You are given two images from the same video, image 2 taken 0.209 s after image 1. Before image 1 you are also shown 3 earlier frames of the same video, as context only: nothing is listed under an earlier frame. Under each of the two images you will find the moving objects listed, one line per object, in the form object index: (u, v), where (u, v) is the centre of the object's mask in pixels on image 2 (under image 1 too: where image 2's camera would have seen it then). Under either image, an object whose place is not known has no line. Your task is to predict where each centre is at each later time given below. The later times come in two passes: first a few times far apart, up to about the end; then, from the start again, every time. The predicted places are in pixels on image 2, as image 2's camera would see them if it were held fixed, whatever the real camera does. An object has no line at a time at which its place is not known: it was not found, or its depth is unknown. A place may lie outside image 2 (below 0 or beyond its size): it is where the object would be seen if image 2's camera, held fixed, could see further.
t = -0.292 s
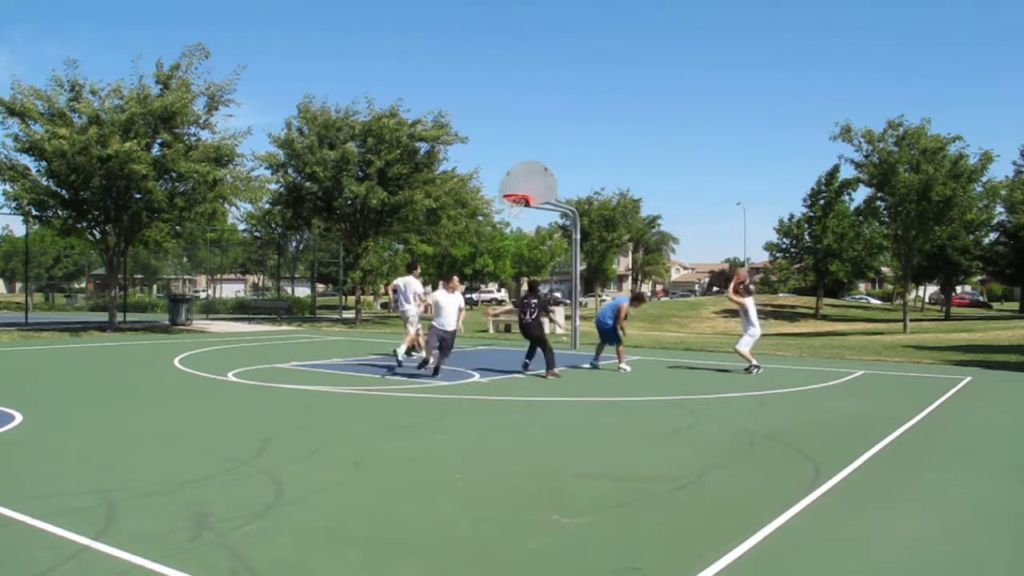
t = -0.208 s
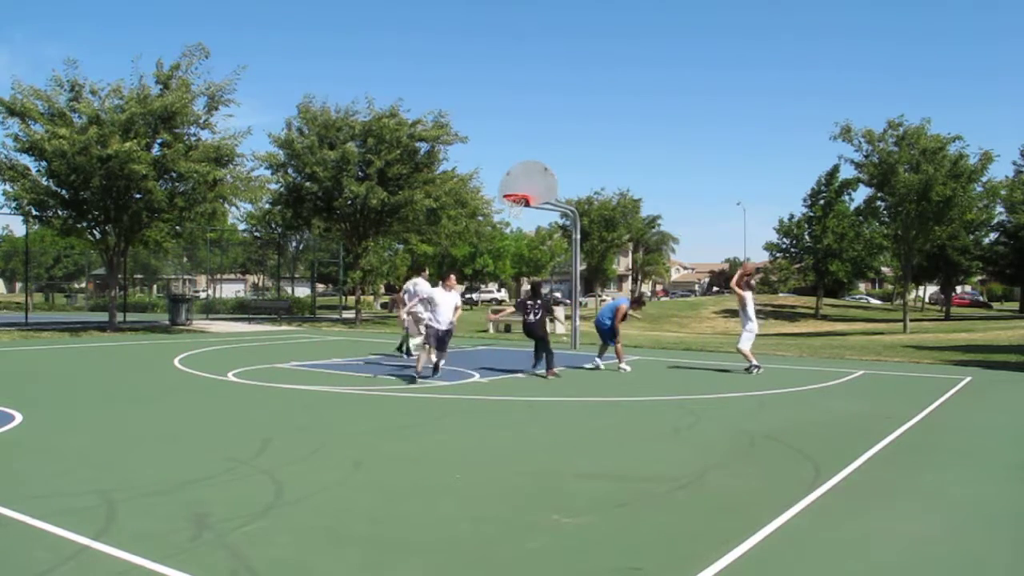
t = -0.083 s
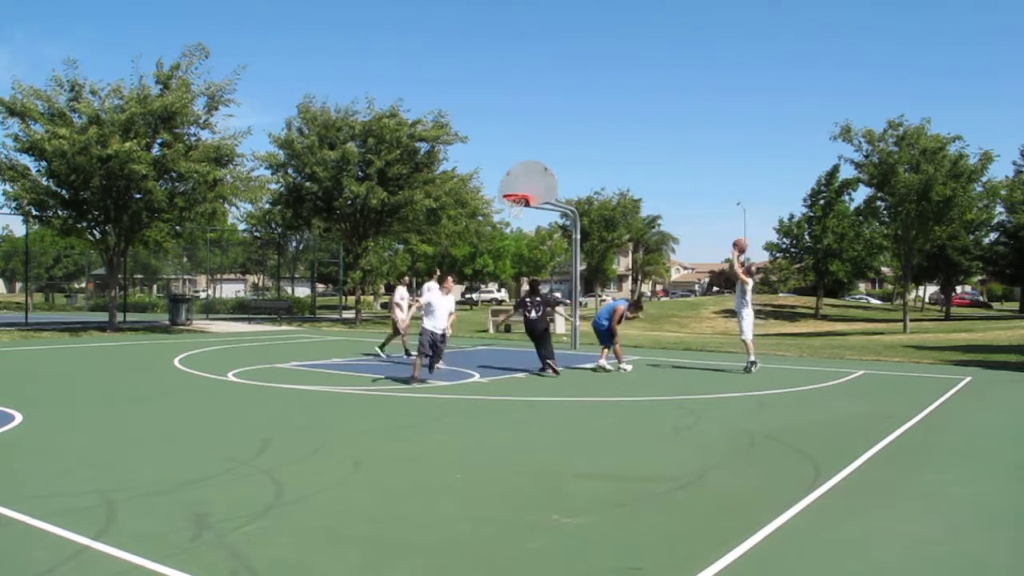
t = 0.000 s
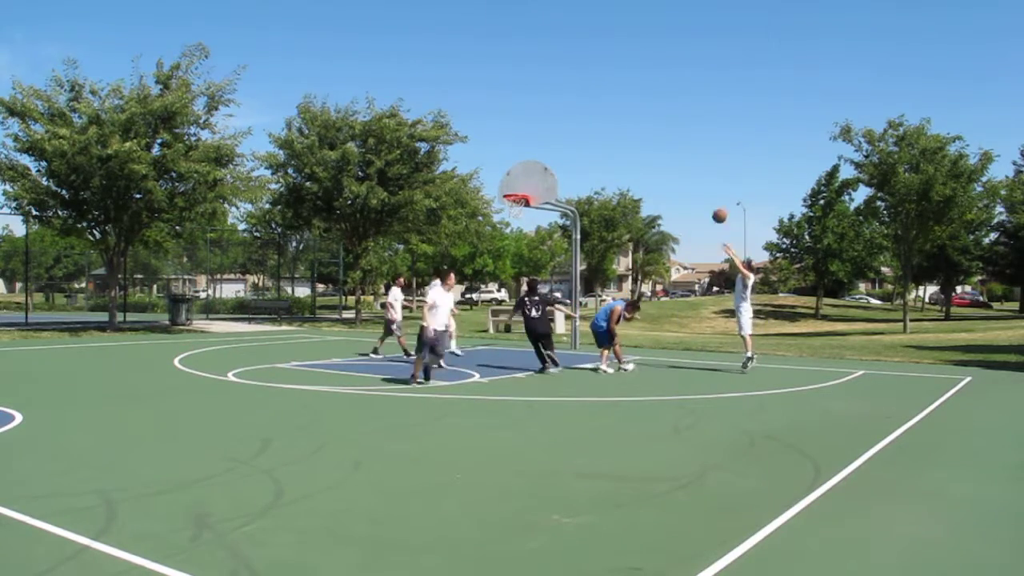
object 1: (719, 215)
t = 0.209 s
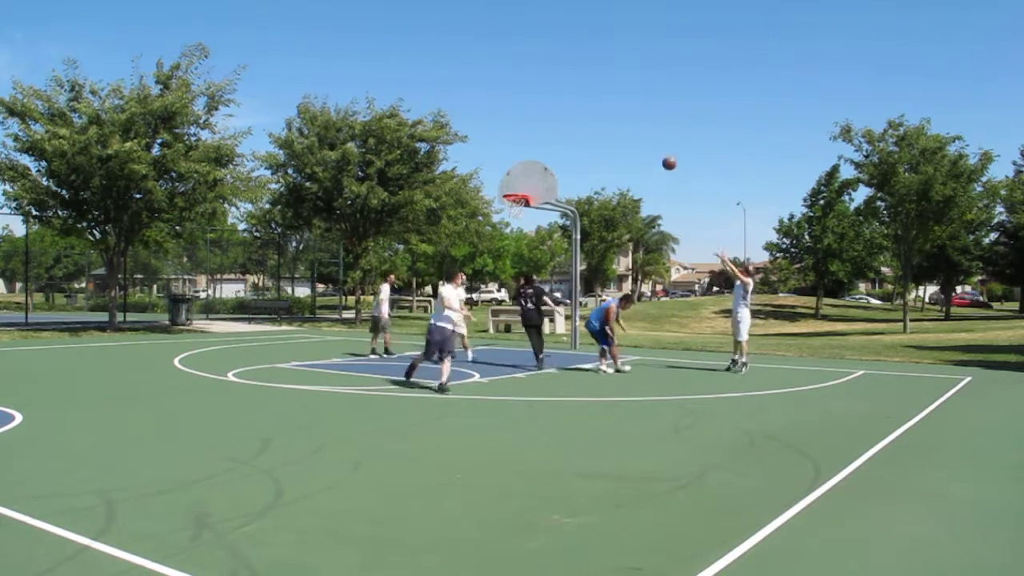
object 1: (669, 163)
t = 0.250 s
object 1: (659, 155)
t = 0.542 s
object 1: (595, 133)
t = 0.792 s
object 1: (547, 151)
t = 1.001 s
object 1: (508, 190)
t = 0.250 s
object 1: (659, 155)
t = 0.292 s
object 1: (649, 149)
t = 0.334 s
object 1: (640, 144)
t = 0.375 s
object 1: (631, 140)
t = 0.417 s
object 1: (622, 136)
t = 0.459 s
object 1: (613, 134)
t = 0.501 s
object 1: (604, 133)
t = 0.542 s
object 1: (595, 133)
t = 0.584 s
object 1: (587, 134)
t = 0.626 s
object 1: (578, 136)
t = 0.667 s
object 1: (570, 138)
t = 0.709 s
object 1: (562, 142)
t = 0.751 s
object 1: (554, 146)
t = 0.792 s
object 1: (547, 151)
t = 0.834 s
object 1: (538, 158)
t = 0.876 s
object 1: (531, 165)
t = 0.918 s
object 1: (523, 172)
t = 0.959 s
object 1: (516, 181)
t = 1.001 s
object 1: (508, 190)
